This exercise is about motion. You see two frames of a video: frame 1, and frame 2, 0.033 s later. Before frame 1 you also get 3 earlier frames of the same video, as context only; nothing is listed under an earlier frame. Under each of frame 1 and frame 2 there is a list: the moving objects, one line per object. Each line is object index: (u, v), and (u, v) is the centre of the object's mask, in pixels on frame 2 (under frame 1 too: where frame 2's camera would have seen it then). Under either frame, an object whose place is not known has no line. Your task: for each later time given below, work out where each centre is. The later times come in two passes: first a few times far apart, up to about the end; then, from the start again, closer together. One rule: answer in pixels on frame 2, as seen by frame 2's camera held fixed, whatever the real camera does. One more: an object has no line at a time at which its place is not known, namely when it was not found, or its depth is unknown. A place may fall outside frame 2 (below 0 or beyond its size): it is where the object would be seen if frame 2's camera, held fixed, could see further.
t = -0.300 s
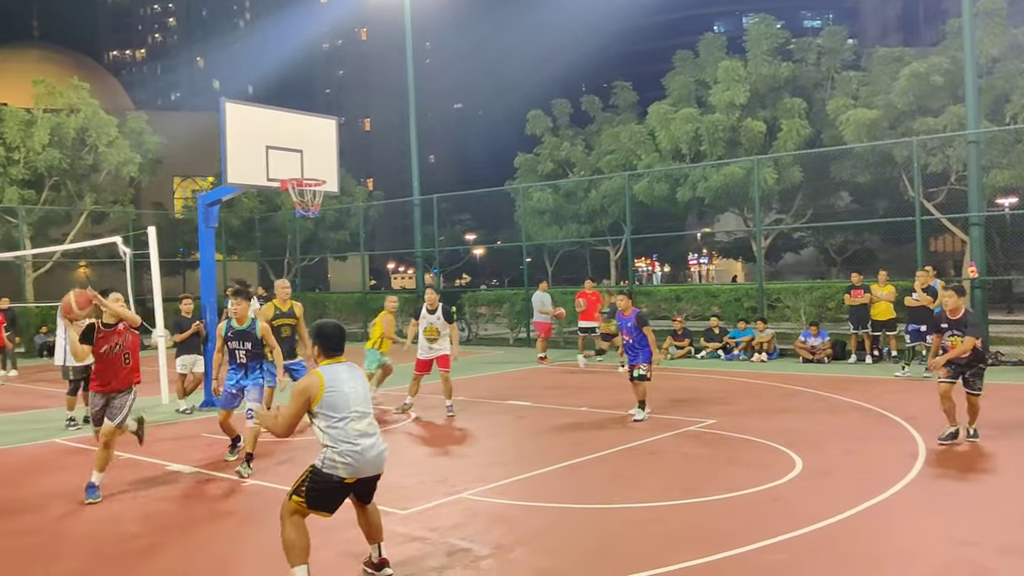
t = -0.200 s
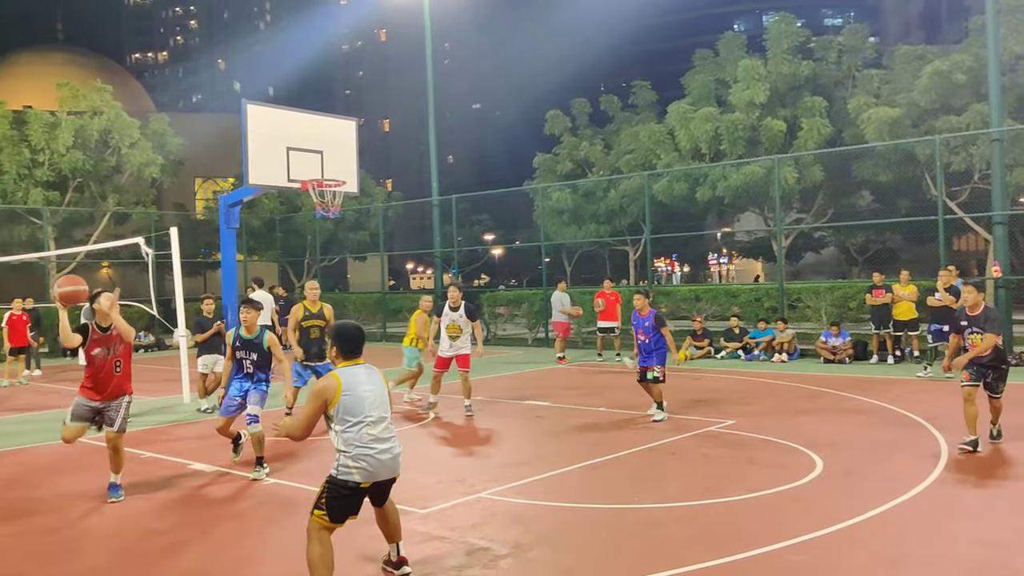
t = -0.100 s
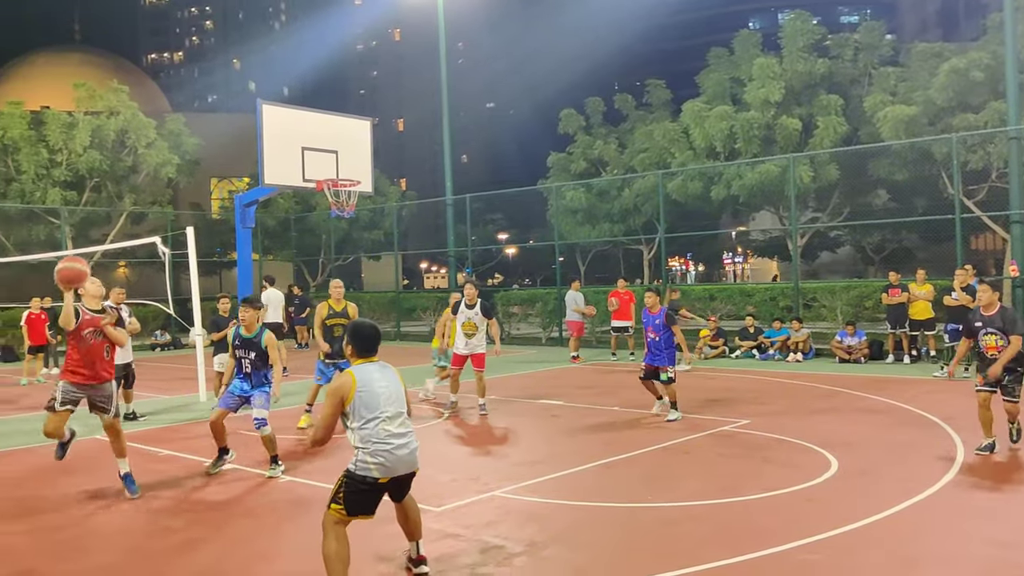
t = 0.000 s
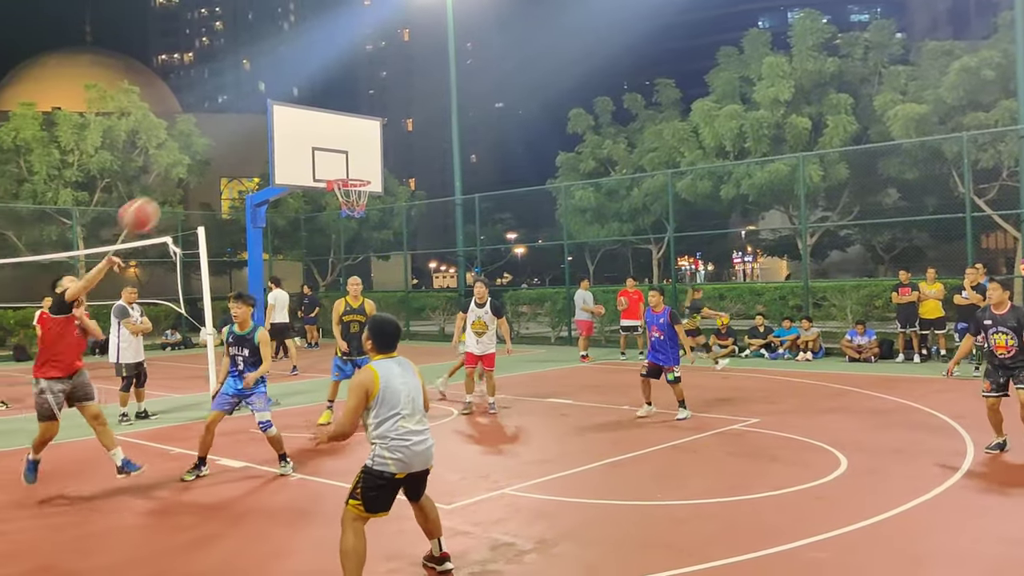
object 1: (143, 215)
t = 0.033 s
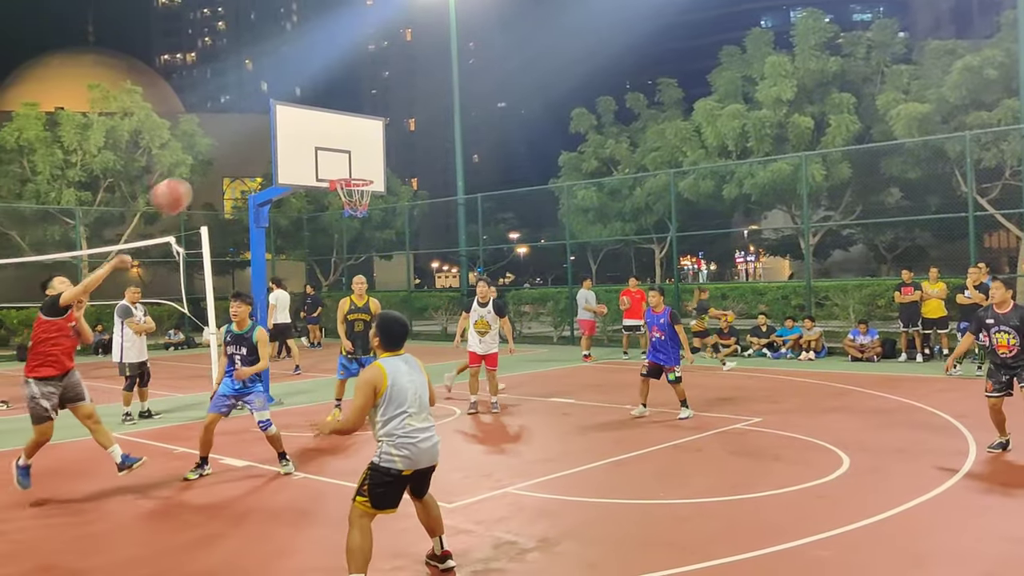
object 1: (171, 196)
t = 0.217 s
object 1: (355, 101)
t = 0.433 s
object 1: (631, 37)
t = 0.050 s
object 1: (186, 186)
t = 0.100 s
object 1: (233, 159)
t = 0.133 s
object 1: (262, 141)
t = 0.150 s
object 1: (279, 134)
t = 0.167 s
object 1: (300, 126)
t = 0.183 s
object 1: (319, 116)
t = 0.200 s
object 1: (337, 108)
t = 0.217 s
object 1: (355, 101)
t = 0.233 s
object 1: (373, 95)
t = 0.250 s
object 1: (393, 90)
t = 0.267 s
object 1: (412, 84)
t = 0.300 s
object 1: (451, 72)
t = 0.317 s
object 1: (473, 66)
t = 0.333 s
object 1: (493, 62)
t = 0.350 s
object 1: (515, 57)
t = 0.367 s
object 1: (536, 53)
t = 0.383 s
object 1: (559, 49)
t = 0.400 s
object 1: (581, 45)
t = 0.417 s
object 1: (604, 41)
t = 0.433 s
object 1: (631, 37)
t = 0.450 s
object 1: (654, 35)
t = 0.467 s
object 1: (684, 32)
